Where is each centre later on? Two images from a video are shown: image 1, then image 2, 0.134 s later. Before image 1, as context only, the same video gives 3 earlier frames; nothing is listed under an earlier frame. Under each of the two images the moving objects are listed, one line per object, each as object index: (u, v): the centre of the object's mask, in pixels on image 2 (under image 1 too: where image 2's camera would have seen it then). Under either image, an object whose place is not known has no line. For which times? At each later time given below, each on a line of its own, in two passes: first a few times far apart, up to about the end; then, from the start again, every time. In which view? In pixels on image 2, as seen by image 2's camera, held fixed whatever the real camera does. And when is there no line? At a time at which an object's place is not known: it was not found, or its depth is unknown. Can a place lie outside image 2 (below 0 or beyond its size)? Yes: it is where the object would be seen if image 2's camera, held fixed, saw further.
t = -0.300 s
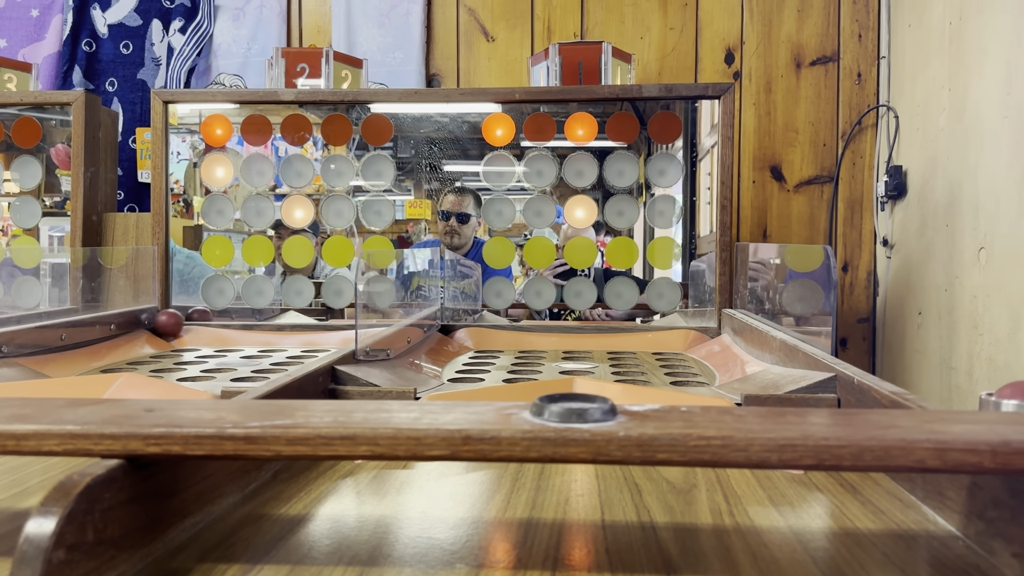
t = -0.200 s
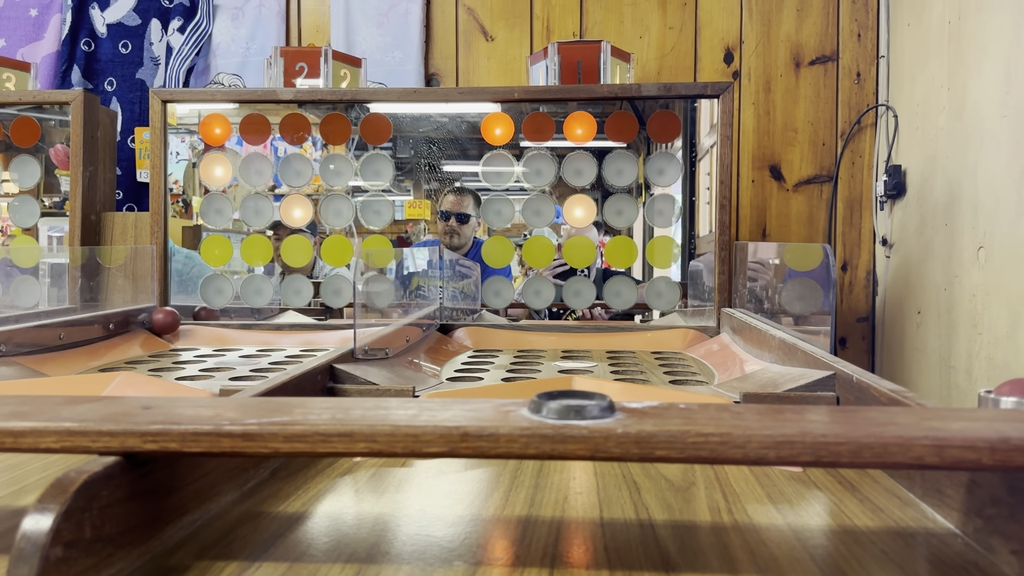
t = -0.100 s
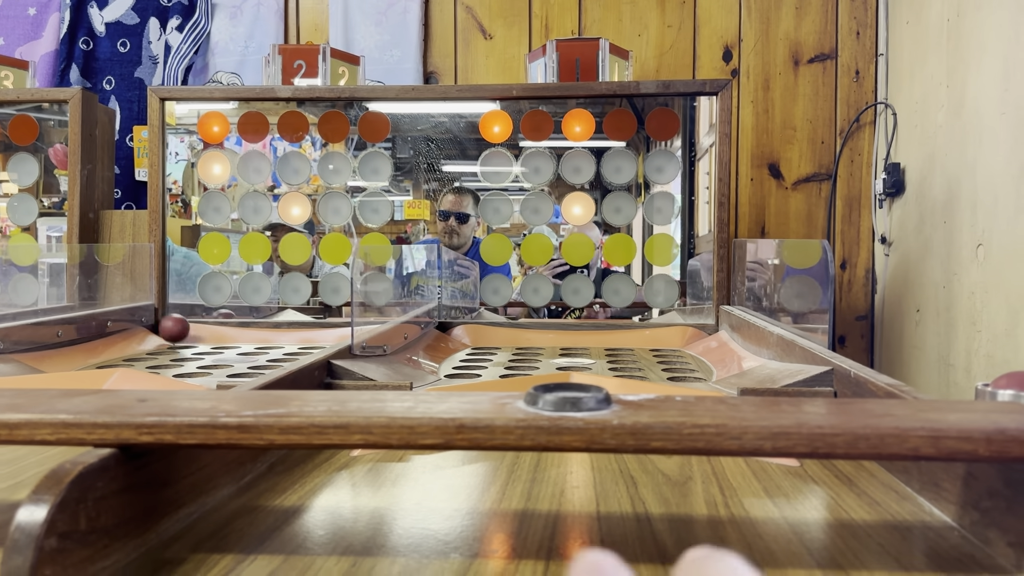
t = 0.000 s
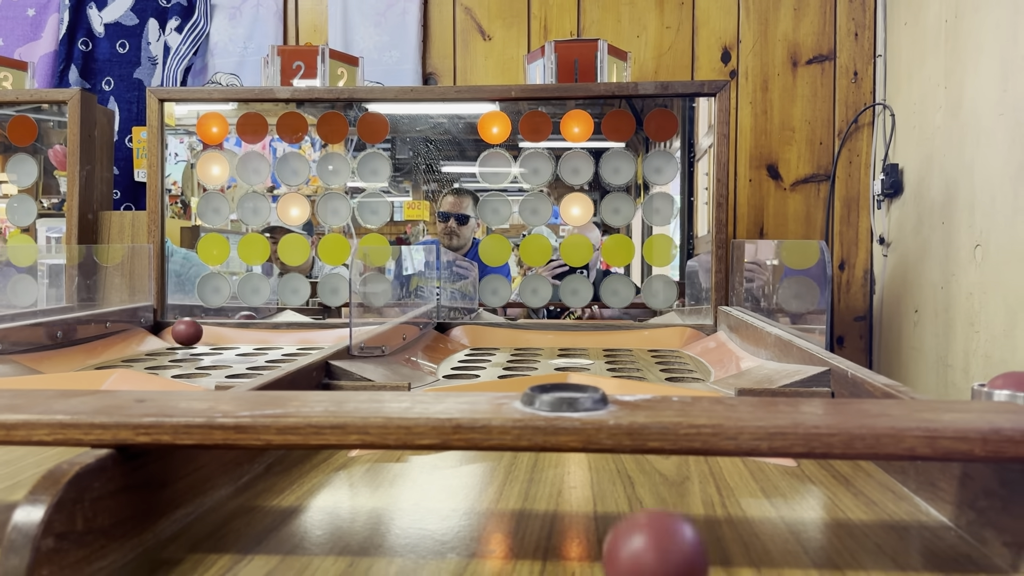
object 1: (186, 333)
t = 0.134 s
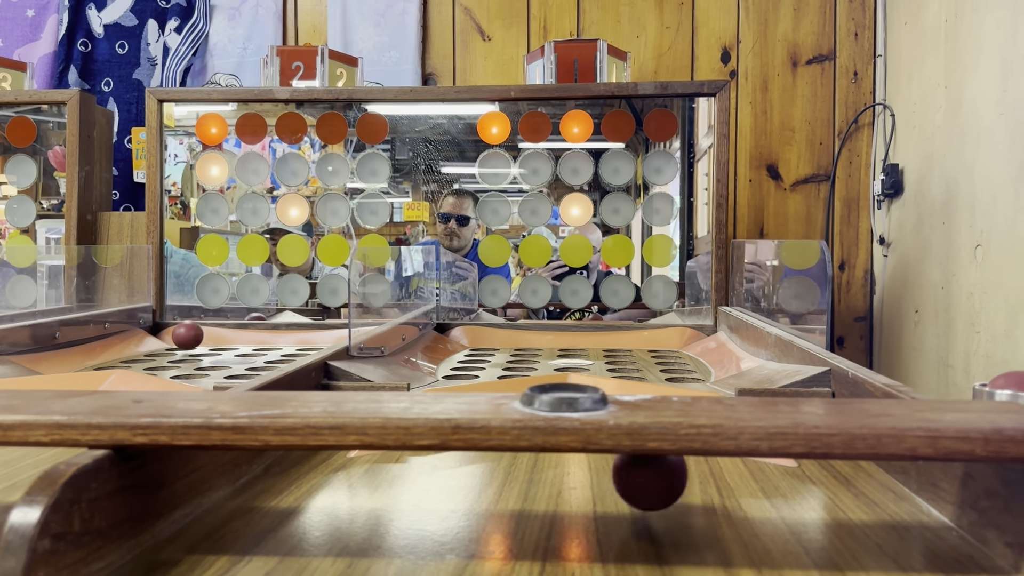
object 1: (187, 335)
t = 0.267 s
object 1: (190, 335)
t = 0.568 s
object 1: (211, 342)
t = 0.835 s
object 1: (237, 345)
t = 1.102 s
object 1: (262, 351)
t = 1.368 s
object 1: (262, 363)
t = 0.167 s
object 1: (188, 332)
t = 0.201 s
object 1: (189, 331)
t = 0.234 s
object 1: (190, 337)
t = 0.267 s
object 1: (190, 335)
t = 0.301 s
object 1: (190, 335)
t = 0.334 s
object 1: (191, 339)
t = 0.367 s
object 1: (192, 337)
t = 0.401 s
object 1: (193, 342)
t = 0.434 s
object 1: (197, 339)
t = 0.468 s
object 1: (200, 341)
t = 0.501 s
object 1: (204, 339)
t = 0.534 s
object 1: (207, 341)
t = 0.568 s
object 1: (211, 342)
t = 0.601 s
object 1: (214, 342)
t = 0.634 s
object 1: (218, 342)
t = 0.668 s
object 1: (221, 342)
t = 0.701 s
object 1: (224, 343)
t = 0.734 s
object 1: (228, 344)
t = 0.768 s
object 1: (231, 344)
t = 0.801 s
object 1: (234, 345)
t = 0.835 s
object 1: (237, 345)
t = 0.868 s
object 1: (241, 346)
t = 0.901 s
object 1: (244, 346)
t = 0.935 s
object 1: (247, 347)
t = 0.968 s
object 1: (250, 348)
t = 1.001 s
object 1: (253, 348)
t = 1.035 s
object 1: (256, 349)
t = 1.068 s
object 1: (259, 350)
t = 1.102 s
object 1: (262, 351)
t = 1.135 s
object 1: (265, 357)
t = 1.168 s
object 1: (261, 361)
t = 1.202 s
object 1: (264, 358)
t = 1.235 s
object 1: (265, 358)
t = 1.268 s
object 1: (262, 361)
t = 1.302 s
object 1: (263, 362)
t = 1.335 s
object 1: (263, 362)
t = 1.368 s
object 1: (262, 363)
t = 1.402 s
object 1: (263, 364)
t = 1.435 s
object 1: (263, 367)
